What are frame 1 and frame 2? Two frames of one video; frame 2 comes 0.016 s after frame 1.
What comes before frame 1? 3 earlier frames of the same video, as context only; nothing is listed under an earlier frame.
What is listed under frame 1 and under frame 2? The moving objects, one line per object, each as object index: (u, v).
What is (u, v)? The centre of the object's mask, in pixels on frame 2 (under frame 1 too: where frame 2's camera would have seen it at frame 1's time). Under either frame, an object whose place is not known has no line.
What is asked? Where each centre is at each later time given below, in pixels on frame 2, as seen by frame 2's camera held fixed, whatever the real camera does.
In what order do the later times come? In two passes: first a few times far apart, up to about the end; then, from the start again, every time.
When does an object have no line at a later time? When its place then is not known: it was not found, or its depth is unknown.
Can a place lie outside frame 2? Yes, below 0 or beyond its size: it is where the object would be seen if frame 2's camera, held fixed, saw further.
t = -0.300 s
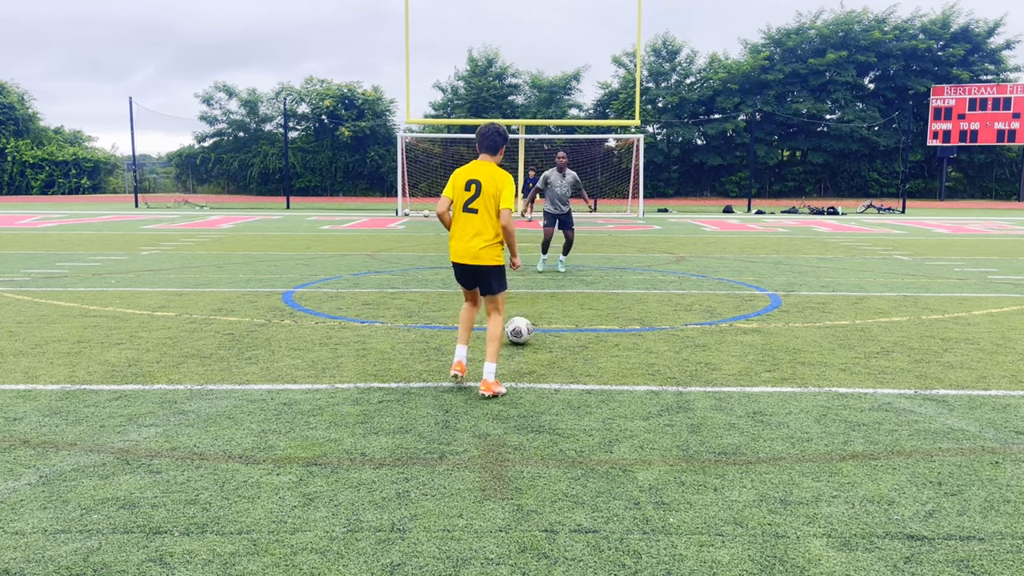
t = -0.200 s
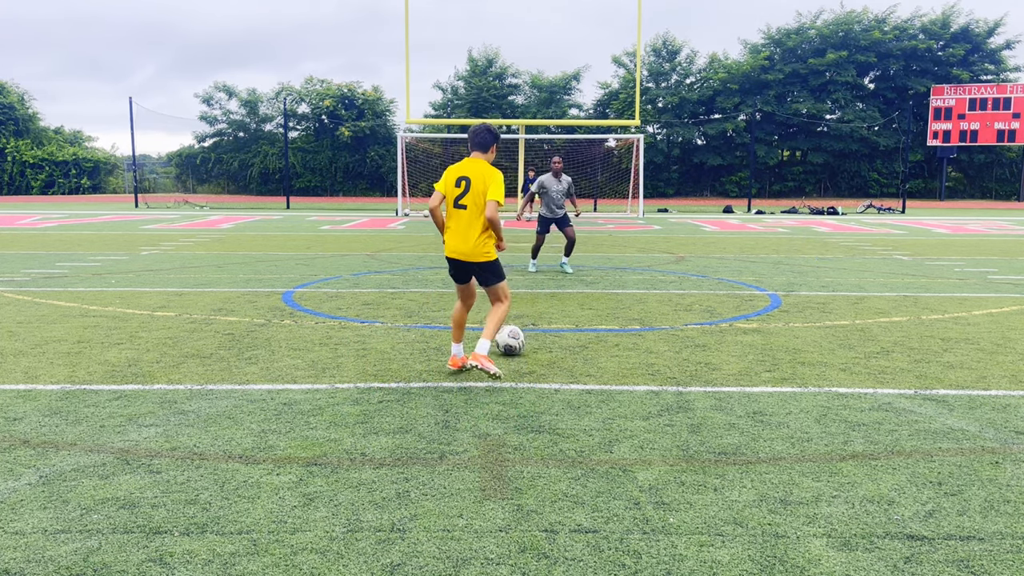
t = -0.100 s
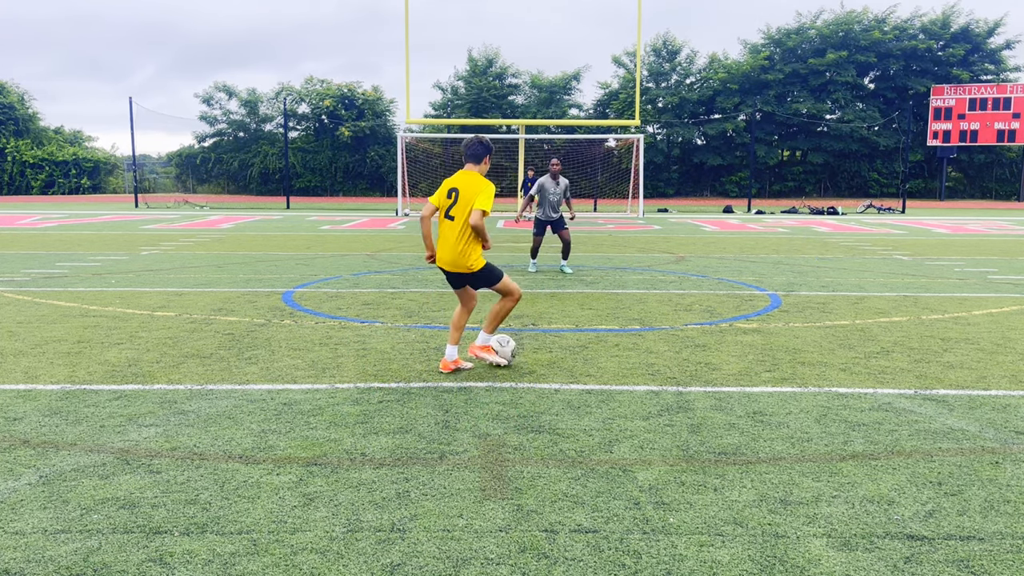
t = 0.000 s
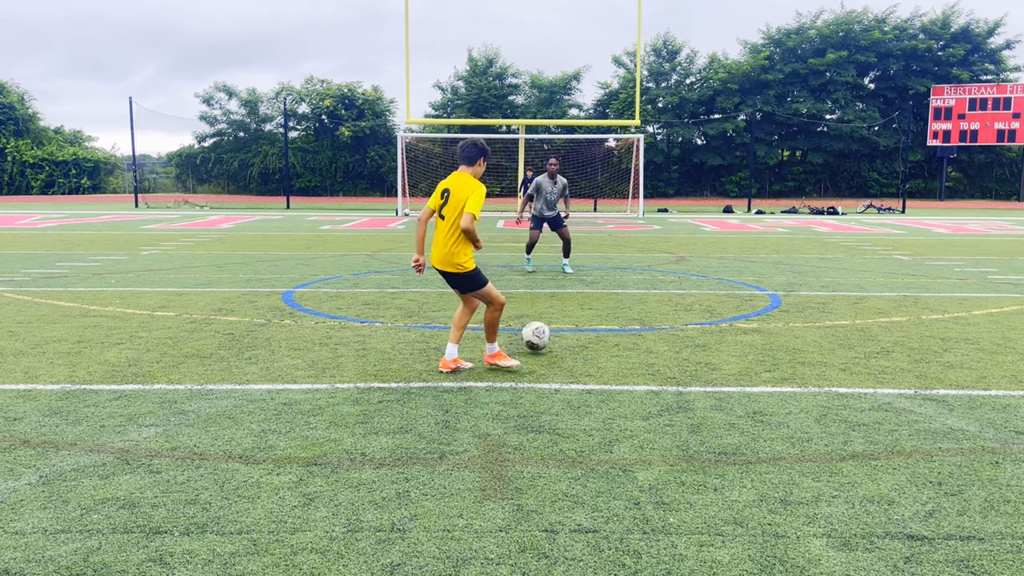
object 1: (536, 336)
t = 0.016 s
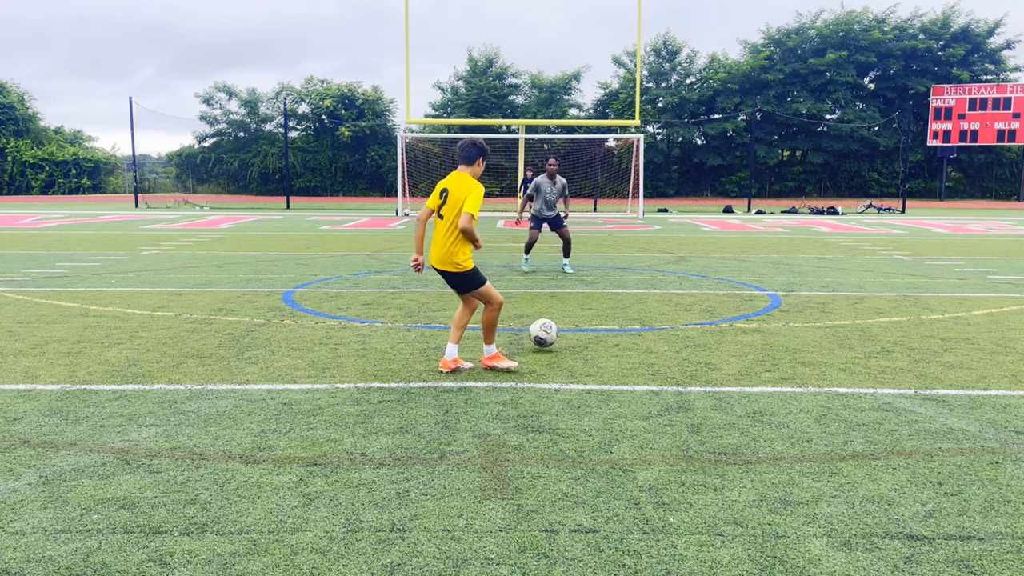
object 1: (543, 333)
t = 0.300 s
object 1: (631, 304)
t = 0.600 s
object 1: (674, 287)
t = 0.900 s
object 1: (703, 275)
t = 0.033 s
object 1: (550, 330)
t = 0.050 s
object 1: (557, 328)
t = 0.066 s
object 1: (564, 326)
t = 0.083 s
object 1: (570, 324)
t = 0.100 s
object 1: (576, 323)
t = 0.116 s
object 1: (582, 323)
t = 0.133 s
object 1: (588, 320)
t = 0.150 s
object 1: (592, 316)
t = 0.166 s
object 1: (597, 314)
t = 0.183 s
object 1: (602, 311)
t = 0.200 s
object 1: (607, 309)
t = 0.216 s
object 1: (611, 307)
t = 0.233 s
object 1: (615, 306)
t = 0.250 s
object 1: (619, 305)
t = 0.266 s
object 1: (623, 304)
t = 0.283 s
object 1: (627, 304)
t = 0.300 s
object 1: (631, 304)
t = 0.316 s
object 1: (634, 304)
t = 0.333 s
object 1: (637, 303)
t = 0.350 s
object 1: (640, 300)
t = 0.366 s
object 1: (643, 298)
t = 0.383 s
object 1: (646, 297)
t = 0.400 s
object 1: (648, 295)
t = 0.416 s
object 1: (651, 294)
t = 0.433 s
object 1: (654, 294)
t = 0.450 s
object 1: (656, 293)
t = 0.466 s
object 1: (659, 293)
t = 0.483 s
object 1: (661, 293)
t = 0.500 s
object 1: (663, 293)
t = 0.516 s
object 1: (665, 291)
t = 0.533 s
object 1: (667, 290)
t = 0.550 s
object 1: (669, 288)
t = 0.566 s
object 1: (671, 287)
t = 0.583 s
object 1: (673, 287)
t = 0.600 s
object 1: (674, 287)
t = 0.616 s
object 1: (676, 286)
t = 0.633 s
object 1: (678, 286)
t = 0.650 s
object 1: (679, 285)
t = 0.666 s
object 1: (681, 283)
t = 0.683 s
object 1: (683, 282)
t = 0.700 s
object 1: (684, 280)
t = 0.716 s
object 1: (687, 279)
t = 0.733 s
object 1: (688, 279)
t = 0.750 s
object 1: (689, 279)
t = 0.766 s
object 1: (691, 278)
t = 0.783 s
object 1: (693, 279)
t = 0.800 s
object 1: (694, 279)
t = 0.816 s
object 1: (695, 278)
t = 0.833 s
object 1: (697, 277)
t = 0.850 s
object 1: (698, 276)
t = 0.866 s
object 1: (700, 276)
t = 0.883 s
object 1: (702, 275)
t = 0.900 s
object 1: (703, 275)
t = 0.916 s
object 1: (704, 275)
